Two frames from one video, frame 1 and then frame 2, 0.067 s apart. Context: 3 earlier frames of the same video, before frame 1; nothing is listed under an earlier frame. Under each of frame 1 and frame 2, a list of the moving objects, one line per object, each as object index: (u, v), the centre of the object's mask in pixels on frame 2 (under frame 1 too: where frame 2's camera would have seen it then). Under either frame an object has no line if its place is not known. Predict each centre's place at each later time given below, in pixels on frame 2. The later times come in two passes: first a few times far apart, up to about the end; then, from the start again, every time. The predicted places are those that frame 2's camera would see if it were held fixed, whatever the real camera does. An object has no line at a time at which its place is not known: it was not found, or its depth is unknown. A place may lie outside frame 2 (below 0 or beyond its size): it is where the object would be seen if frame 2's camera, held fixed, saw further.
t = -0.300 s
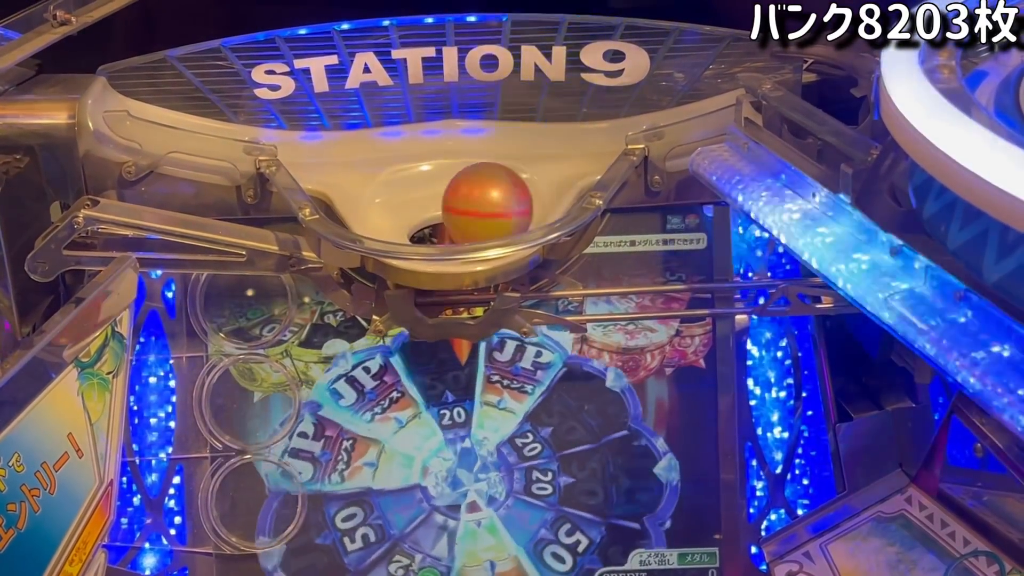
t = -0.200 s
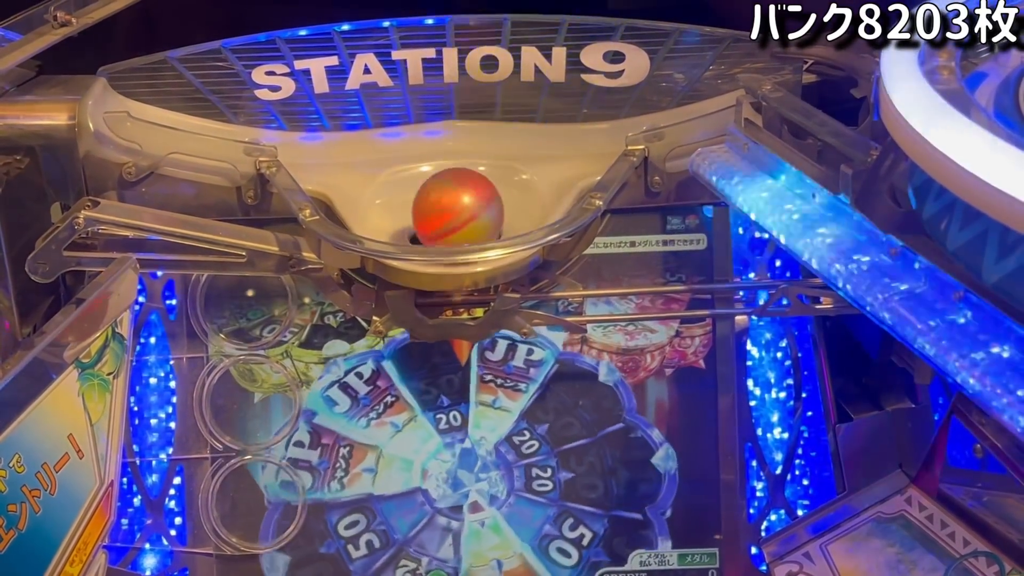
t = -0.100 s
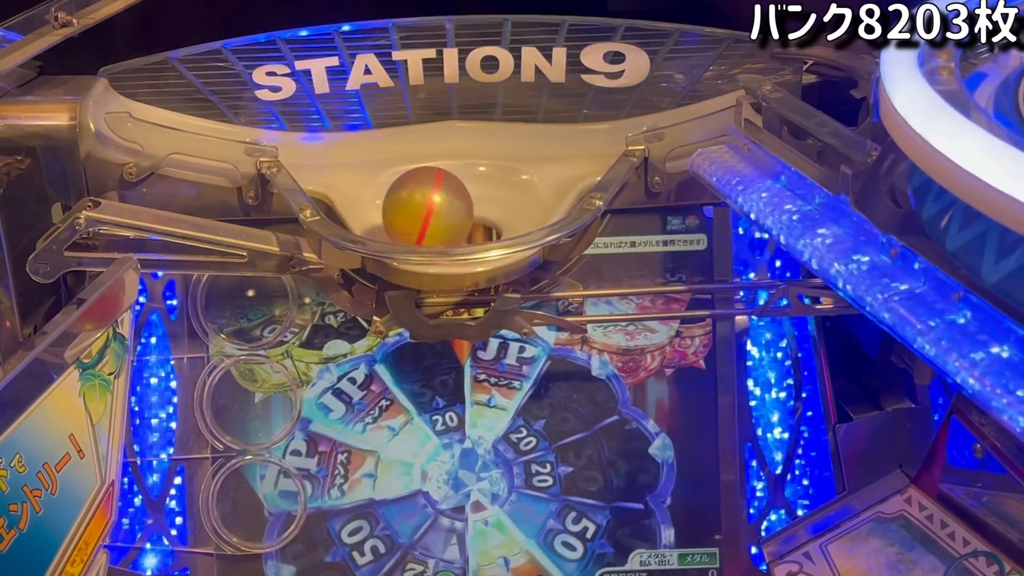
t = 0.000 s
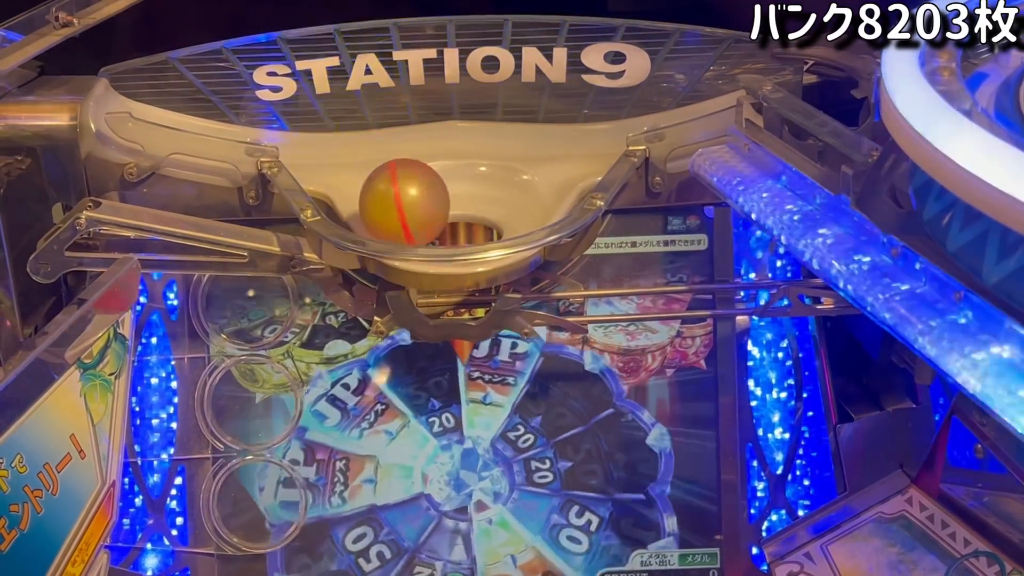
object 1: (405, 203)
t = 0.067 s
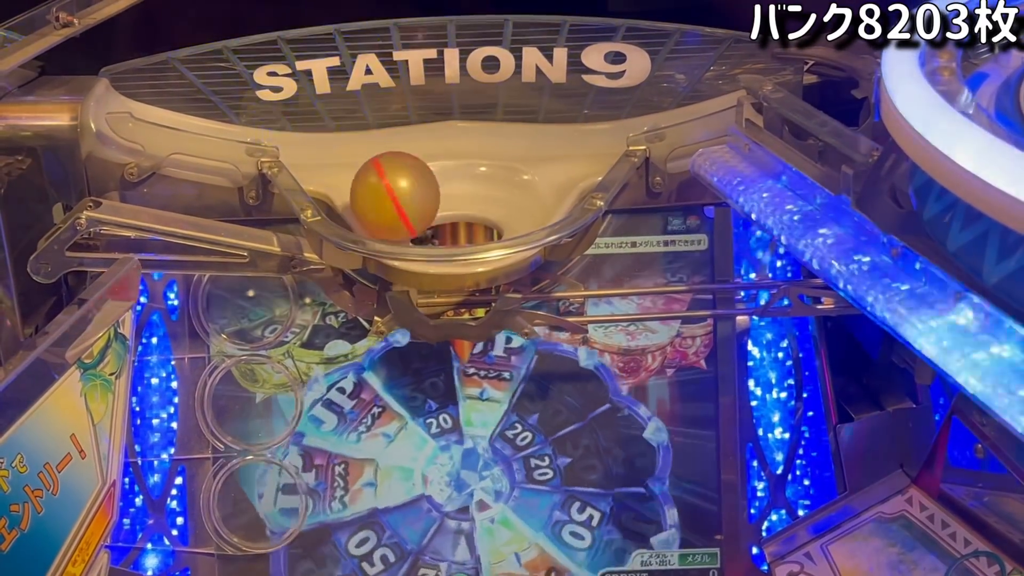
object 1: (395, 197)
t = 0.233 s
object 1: (390, 175)
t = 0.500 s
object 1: (465, 162)
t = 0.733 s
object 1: (515, 176)
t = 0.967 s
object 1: (508, 200)
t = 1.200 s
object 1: (463, 210)
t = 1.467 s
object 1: (411, 198)
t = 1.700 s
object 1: (463, 169)
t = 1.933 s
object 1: (506, 172)
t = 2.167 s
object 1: (449, 209)
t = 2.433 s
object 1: (466, 160)
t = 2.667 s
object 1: (483, 177)
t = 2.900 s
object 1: (436, 185)
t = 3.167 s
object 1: (434, 203)
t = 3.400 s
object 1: (467, 207)
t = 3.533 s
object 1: (425, 195)
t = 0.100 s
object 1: (392, 193)
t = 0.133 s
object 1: (390, 189)
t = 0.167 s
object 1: (389, 185)
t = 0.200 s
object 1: (389, 180)
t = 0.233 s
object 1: (390, 175)
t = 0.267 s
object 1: (392, 170)
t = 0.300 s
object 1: (399, 168)
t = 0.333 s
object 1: (409, 167)
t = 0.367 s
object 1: (420, 165)
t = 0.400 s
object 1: (431, 164)
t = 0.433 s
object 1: (442, 163)
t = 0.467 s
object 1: (454, 162)
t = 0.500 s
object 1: (465, 162)
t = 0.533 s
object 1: (476, 162)
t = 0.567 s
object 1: (487, 162)
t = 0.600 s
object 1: (497, 161)
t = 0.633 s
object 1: (504, 164)
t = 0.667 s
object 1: (509, 168)
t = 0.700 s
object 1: (512, 172)
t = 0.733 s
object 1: (515, 176)
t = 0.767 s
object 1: (517, 180)
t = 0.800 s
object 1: (518, 184)
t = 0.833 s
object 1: (518, 188)
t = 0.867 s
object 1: (517, 191)
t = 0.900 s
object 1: (515, 194)
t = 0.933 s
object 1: (512, 197)
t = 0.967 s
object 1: (508, 200)
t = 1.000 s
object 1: (504, 202)
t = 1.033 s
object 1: (499, 204)
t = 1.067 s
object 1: (493, 206)
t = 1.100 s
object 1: (486, 208)
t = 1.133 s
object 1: (479, 209)
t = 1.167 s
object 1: (471, 210)
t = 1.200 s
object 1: (463, 210)
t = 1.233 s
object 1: (455, 211)
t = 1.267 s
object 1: (447, 210)
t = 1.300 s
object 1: (439, 210)
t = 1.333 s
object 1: (431, 209)
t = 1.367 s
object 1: (424, 207)
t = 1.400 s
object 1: (418, 205)
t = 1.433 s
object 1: (414, 202)
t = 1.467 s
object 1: (411, 198)
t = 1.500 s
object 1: (411, 194)
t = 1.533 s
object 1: (415, 189)
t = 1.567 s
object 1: (421, 184)
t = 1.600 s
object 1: (430, 180)
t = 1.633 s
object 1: (440, 176)
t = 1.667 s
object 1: (452, 171)
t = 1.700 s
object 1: (463, 169)
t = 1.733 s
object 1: (474, 167)
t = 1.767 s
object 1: (485, 165)
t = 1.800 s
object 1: (495, 163)
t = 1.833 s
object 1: (502, 160)
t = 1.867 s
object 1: (505, 165)
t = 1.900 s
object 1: (506, 168)
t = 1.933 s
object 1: (506, 172)
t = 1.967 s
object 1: (505, 176)
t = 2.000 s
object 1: (503, 181)
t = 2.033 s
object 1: (499, 186)
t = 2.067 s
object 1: (493, 192)
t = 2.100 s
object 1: (483, 199)
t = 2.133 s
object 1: (468, 205)
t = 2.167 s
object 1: (449, 209)
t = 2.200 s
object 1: (436, 204)
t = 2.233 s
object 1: (433, 190)
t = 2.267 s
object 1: (436, 181)
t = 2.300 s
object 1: (441, 176)
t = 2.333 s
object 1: (447, 172)
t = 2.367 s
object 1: (453, 169)
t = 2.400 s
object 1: (459, 165)
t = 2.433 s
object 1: (466, 160)
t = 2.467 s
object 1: (470, 158)
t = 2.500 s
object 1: (474, 159)
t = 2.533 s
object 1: (476, 161)
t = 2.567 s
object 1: (478, 165)
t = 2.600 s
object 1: (480, 169)
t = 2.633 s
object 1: (482, 172)
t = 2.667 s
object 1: (483, 177)
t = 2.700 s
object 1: (482, 184)
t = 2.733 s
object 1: (479, 194)
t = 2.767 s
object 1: (469, 205)
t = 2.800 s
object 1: (451, 211)
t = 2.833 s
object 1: (437, 204)
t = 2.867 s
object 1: (434, 192)
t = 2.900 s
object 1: (436, 185)
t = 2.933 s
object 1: (441, 181)
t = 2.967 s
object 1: (448, 180)
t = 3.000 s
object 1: (456, 181)
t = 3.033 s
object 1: (464, 186)
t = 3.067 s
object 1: (469, 197)
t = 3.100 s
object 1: (466, 208)
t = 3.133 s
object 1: (448, 210)
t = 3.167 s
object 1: (434, 203)
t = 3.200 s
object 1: (429, 193)
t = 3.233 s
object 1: (430, 187)
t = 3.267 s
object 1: (436, 184)
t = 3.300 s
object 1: (444, 185)
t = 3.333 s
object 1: (456, 189)
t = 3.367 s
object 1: (467, 199)
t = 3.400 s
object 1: (467, 207)
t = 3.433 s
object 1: (451, 209)
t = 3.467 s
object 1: (435, 205)
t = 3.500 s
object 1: (427, 200)
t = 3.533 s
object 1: (425, 195)
